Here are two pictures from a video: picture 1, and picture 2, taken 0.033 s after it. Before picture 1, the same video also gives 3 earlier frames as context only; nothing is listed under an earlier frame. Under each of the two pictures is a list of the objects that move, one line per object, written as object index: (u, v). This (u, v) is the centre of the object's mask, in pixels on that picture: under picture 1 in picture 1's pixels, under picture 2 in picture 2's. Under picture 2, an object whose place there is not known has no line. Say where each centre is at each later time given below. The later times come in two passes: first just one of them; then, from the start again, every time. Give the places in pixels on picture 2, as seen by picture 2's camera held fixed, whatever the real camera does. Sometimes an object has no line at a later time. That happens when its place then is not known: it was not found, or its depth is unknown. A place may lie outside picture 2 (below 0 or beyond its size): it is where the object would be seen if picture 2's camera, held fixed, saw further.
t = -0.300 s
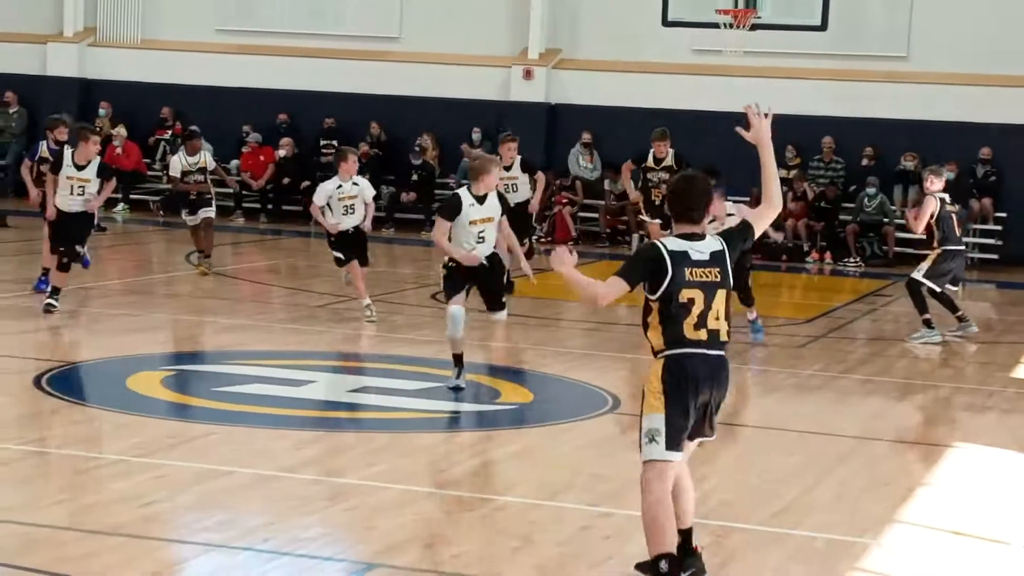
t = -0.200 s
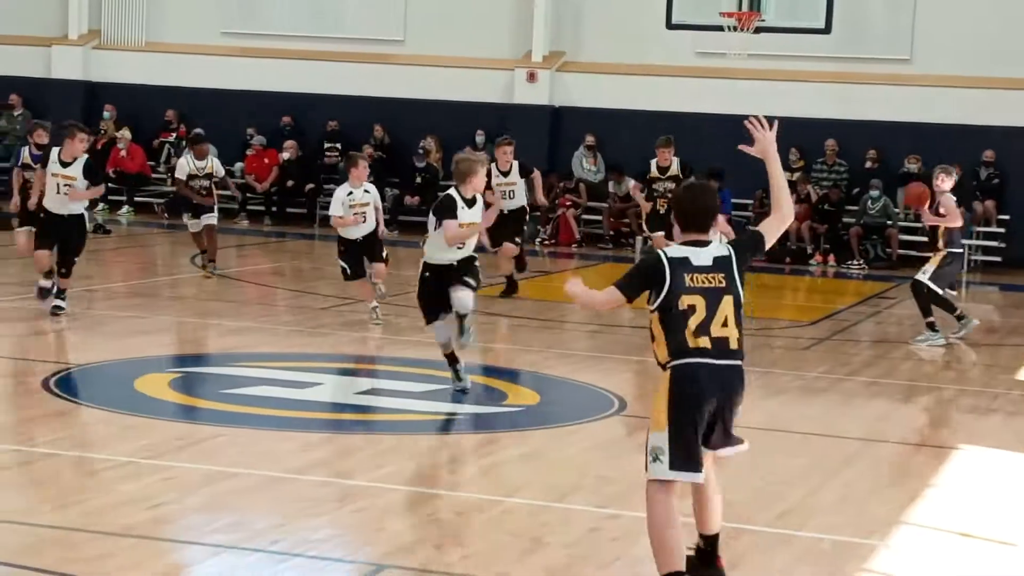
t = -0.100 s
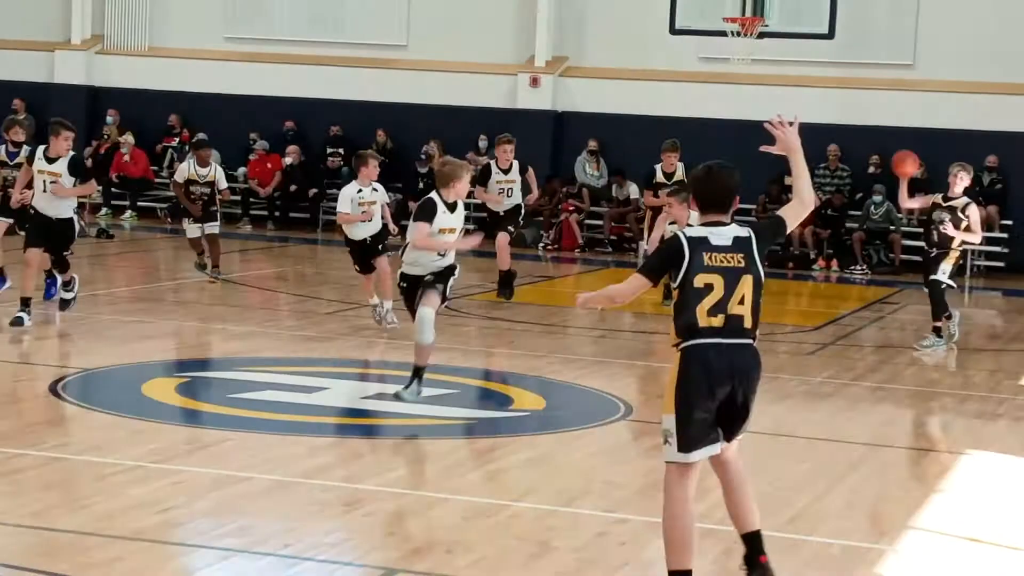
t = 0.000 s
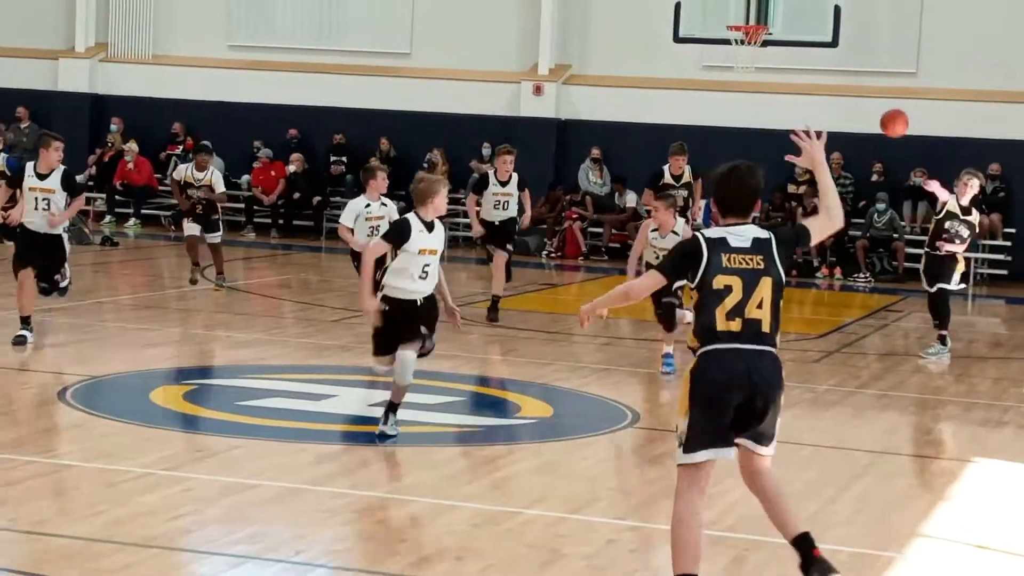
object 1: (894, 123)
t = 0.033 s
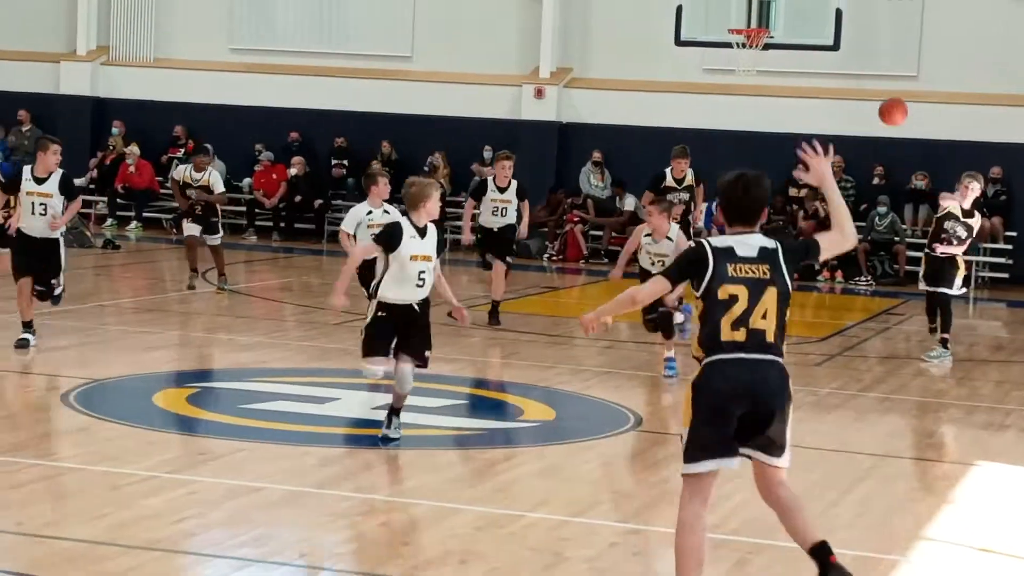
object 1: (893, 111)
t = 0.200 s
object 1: (878, 50)
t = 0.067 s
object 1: (890, 98)
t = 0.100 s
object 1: (887, 85)
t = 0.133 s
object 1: (884, 72)
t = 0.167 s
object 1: (881, 61)
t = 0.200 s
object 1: (878, 50)
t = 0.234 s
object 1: (874, 40)
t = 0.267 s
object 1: (871, 31)
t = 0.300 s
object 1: (867, 23)
